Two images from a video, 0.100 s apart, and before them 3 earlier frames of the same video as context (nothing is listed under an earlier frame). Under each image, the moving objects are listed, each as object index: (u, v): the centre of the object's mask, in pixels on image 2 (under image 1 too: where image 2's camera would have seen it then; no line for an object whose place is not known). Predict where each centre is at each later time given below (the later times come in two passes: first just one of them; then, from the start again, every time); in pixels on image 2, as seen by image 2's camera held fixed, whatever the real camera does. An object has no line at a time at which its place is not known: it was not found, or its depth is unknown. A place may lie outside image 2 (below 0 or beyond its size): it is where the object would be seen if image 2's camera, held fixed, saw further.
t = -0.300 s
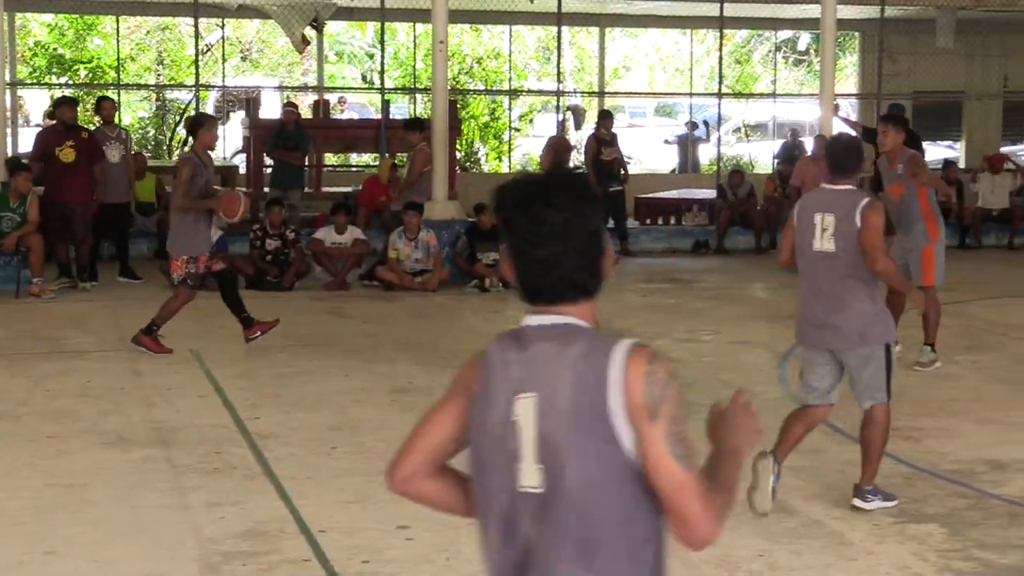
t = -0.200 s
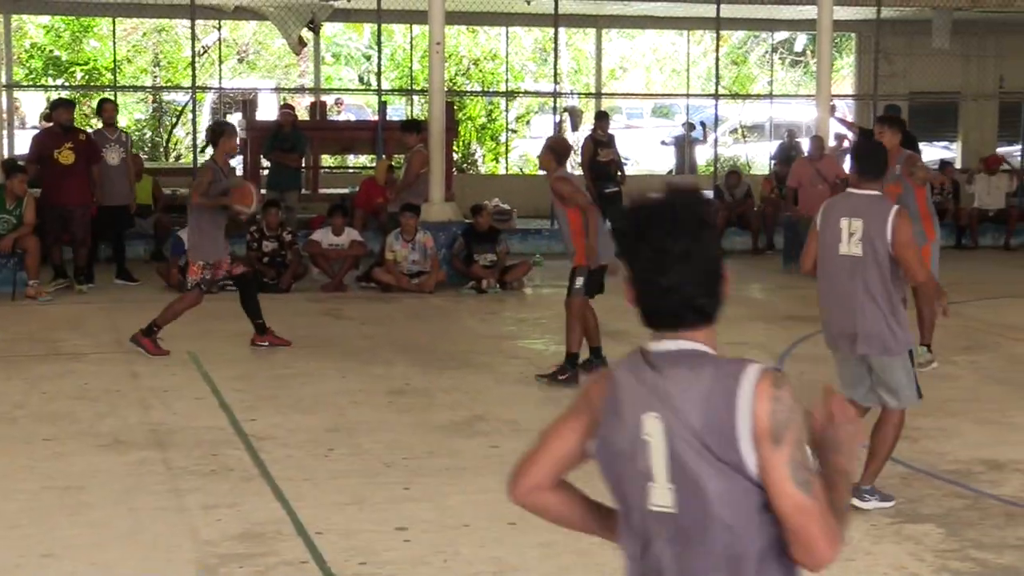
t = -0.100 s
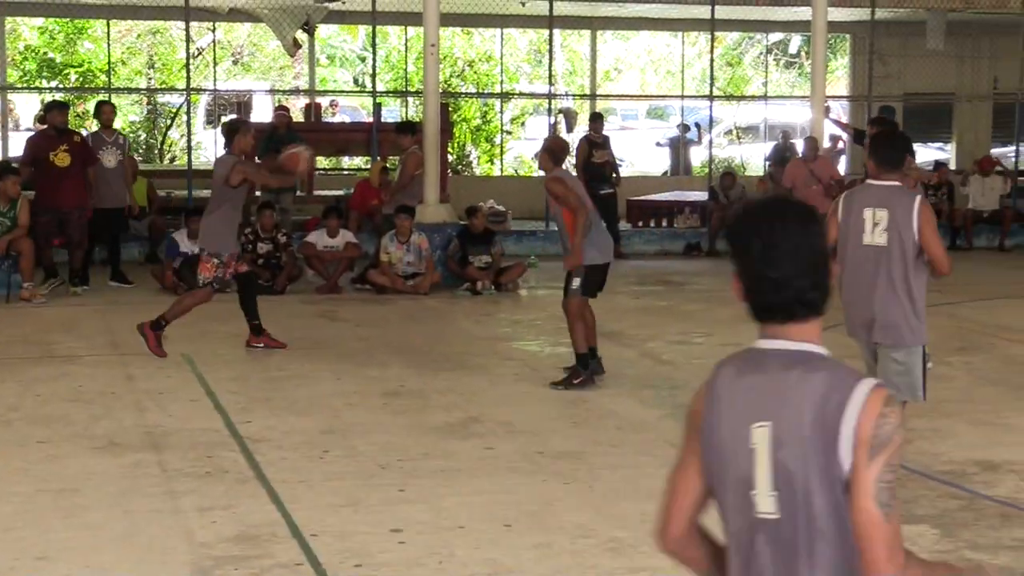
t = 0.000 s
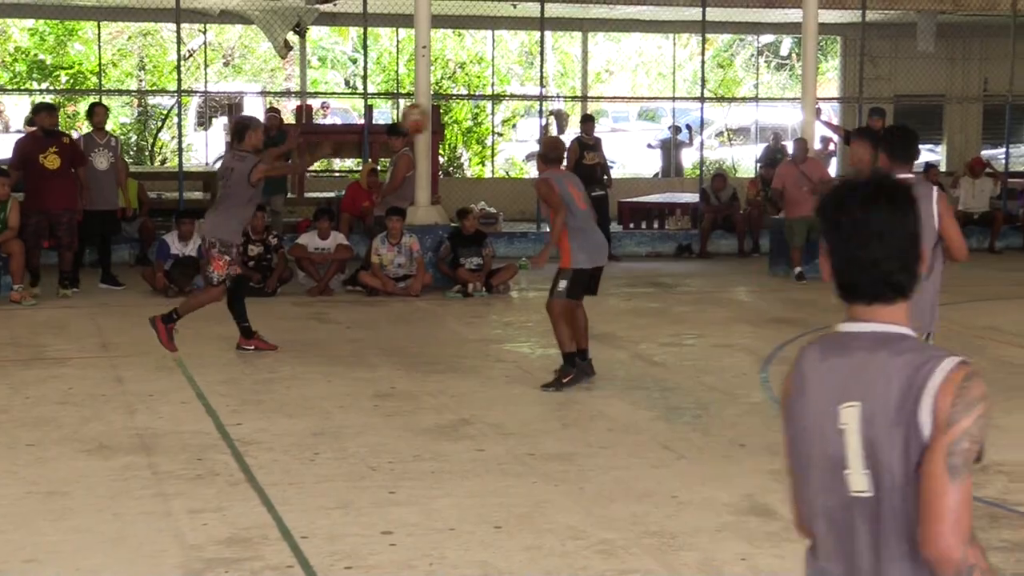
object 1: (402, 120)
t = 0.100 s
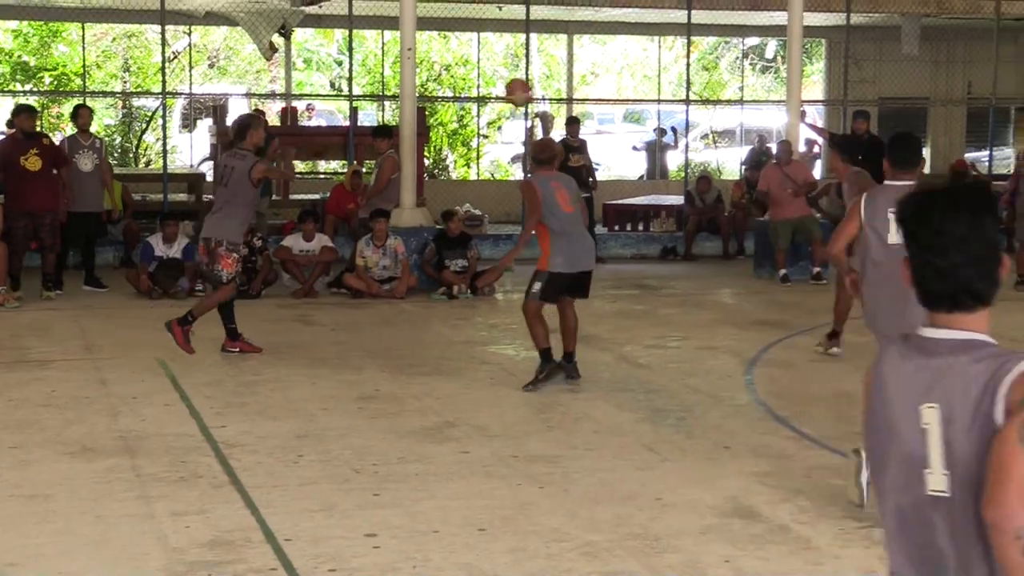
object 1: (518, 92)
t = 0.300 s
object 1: (715, 78)
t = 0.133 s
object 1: (555, 86)
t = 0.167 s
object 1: (589, 82)
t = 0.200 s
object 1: (622, 79)
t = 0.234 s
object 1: (655, 78)
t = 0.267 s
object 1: (685, 77)
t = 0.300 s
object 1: (715, 78)
